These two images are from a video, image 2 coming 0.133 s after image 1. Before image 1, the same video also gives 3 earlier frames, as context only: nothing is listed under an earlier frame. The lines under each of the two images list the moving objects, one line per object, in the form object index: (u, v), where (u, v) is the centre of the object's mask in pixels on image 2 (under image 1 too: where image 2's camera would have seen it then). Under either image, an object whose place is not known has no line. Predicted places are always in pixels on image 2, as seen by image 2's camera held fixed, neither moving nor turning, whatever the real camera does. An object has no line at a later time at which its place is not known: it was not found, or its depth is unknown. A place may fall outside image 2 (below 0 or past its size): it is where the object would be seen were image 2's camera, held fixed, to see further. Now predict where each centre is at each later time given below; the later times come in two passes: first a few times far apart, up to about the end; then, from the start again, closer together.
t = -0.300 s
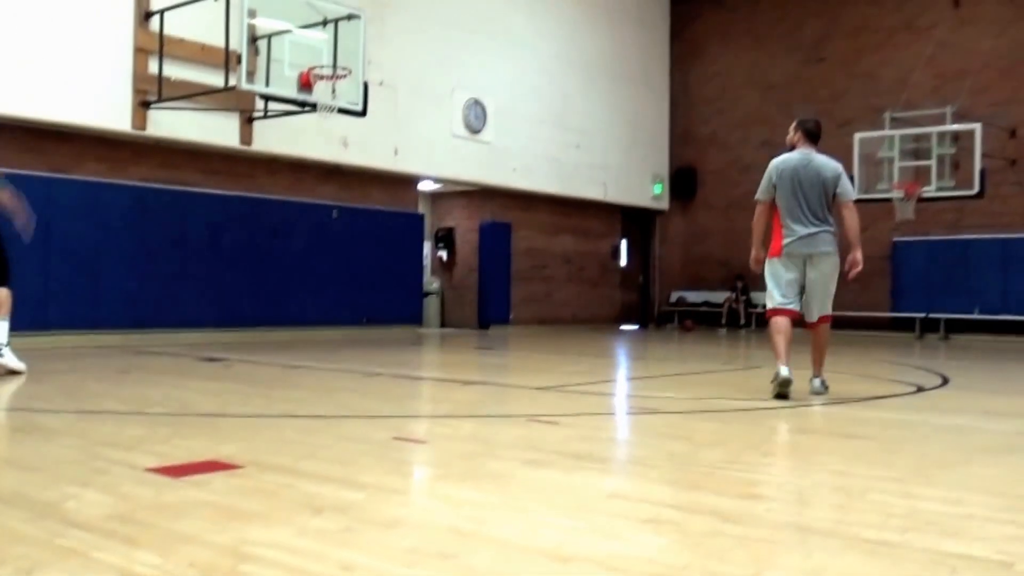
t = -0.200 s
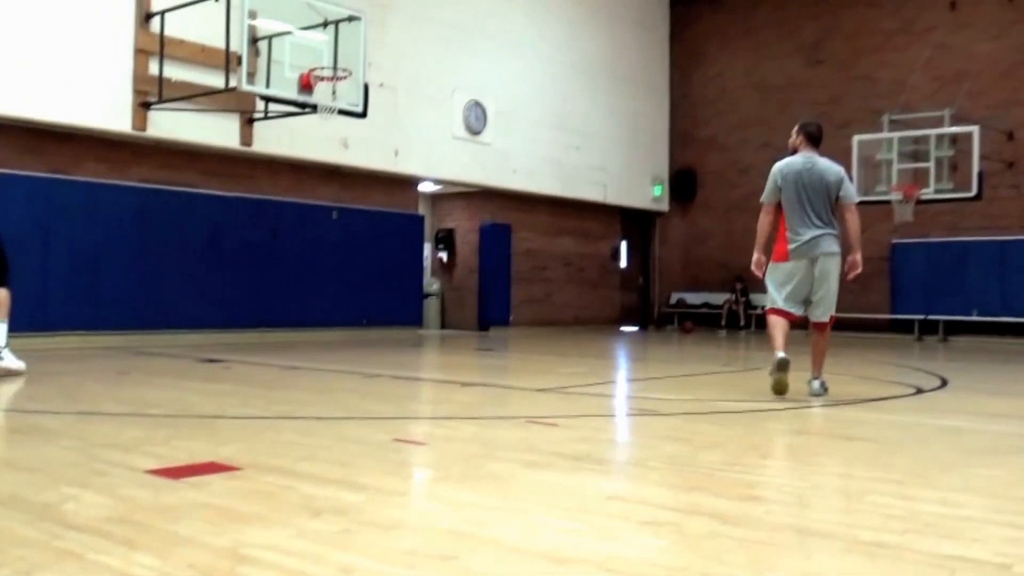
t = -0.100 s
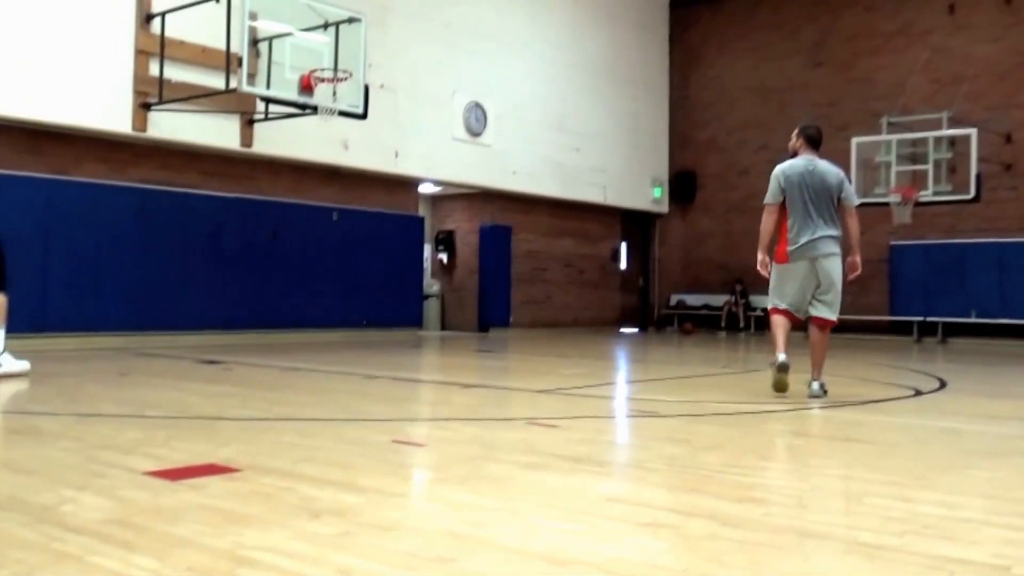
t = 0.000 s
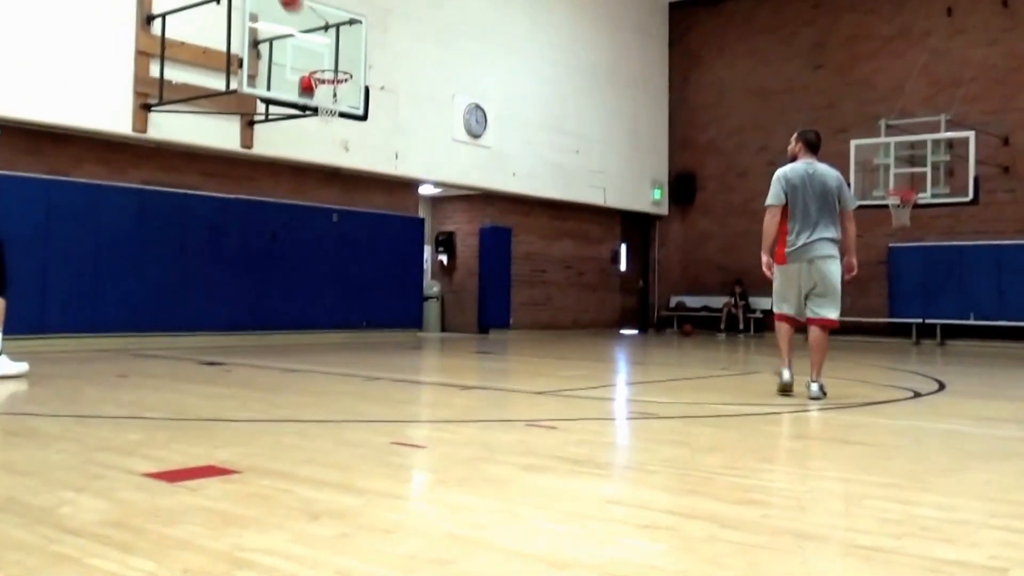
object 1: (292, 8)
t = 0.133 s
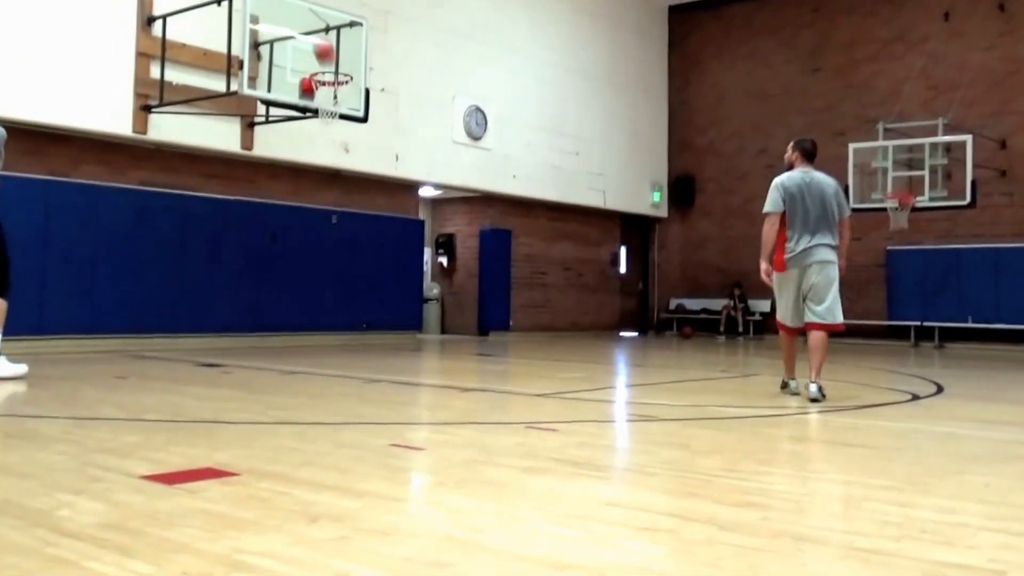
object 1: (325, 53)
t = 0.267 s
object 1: (337, 107)
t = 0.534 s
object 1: (315, 227)
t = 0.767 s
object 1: (292, 318)
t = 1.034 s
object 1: (257, 215)
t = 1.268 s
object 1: (224, 174)
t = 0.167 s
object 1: (332, 65)
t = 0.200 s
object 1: (340, 83)
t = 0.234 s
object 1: (340, 96)
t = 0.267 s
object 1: (337, 107)
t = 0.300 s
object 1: (333, 119)
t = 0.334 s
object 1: (331, 131)
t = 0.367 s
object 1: (329, 143)
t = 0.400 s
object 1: (327, 159)
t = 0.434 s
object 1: (323, 177)
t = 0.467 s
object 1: (321, 189)
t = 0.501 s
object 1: (318, 207)
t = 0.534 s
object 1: (315, 227)
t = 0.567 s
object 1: (312, 246)
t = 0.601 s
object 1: (309, 266)
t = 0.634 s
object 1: (306, 288)
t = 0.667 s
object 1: (303, 311)
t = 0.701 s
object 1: (301, 336)
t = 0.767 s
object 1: (292, 318)
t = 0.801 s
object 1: (288, 303)
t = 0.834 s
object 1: (284, 287)
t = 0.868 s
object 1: (280, 274)
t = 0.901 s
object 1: (275, 260)
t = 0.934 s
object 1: (271, 248)
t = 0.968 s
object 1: (266, 236)
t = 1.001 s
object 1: (262, 225)
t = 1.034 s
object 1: (257, 215)
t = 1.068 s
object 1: (253, 207)
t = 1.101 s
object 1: (248, 199)
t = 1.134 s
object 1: (243, 192)
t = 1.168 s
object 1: (239, 185)
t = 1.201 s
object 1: (234, 181)
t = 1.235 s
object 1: (229, 177)
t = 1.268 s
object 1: (224, 174)
